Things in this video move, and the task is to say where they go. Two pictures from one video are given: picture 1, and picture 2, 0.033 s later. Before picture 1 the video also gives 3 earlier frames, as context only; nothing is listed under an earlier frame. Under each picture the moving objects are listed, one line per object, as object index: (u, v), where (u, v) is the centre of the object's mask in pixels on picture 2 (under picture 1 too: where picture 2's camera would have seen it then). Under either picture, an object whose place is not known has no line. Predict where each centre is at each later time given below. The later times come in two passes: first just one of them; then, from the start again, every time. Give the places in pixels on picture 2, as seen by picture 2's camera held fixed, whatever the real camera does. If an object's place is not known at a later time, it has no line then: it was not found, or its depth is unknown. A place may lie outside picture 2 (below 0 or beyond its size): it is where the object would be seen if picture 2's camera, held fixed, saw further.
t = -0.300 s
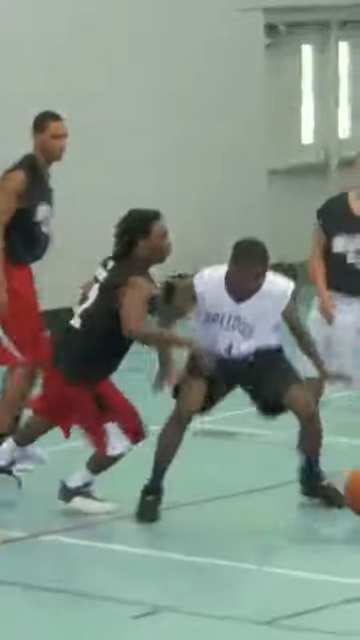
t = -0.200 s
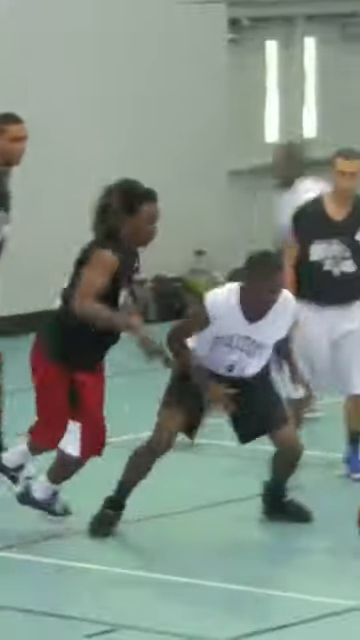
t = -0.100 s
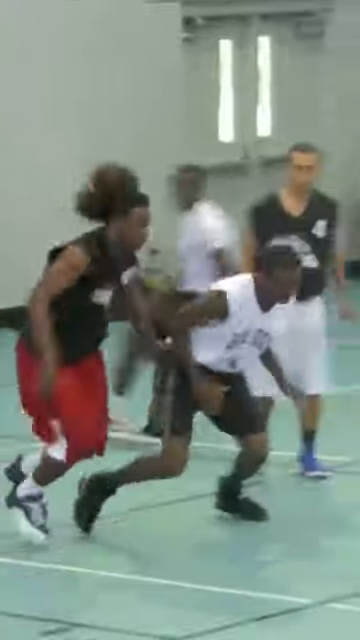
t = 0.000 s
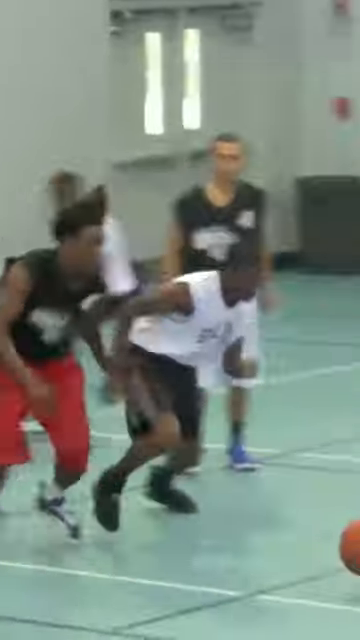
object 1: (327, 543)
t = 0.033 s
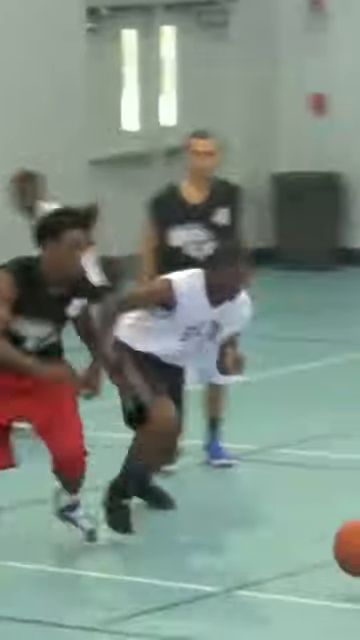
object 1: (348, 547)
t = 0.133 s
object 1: (417, 582)
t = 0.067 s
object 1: (371, 556)
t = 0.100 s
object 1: (394, 567)
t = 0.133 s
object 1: (417, 582)
